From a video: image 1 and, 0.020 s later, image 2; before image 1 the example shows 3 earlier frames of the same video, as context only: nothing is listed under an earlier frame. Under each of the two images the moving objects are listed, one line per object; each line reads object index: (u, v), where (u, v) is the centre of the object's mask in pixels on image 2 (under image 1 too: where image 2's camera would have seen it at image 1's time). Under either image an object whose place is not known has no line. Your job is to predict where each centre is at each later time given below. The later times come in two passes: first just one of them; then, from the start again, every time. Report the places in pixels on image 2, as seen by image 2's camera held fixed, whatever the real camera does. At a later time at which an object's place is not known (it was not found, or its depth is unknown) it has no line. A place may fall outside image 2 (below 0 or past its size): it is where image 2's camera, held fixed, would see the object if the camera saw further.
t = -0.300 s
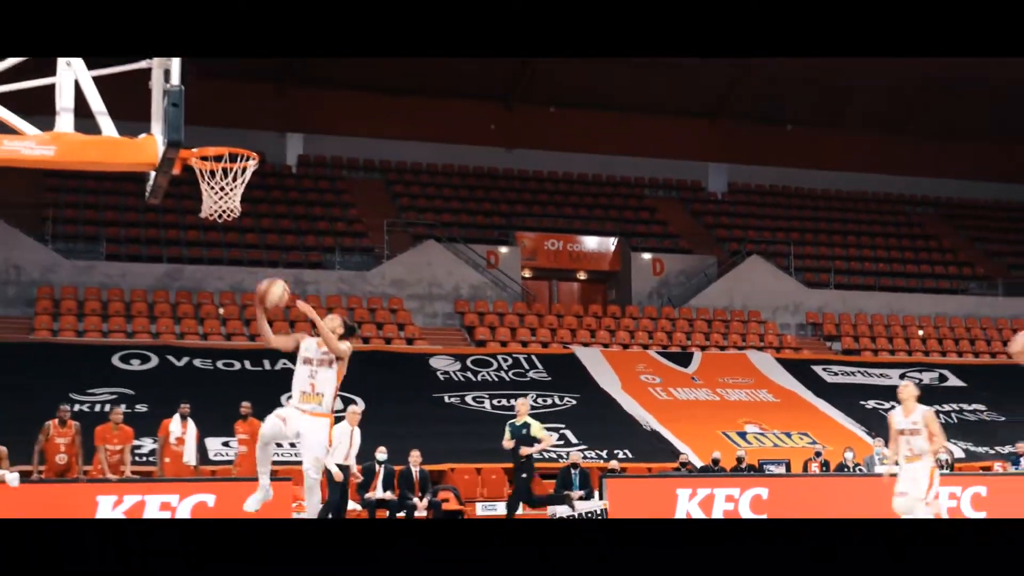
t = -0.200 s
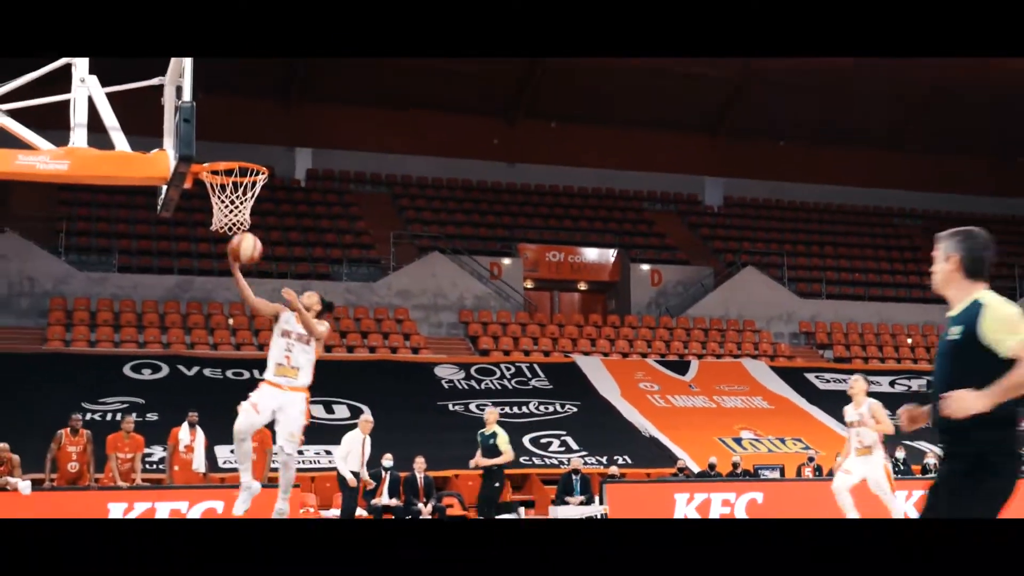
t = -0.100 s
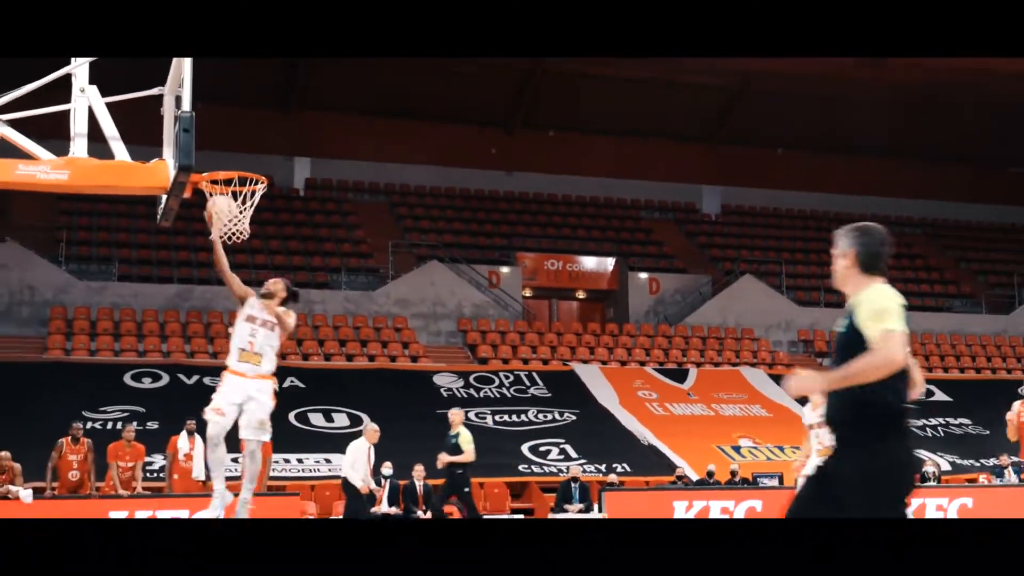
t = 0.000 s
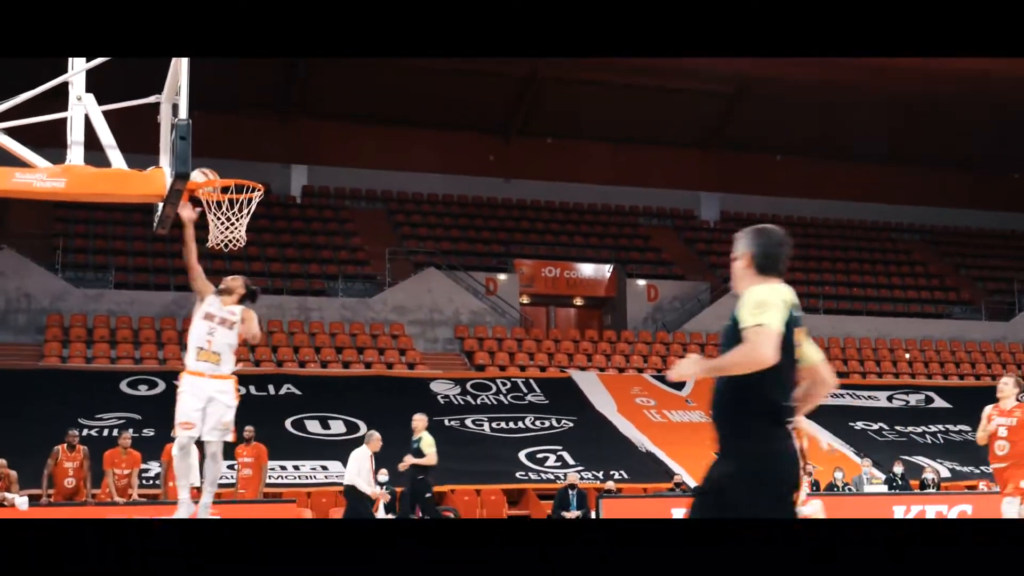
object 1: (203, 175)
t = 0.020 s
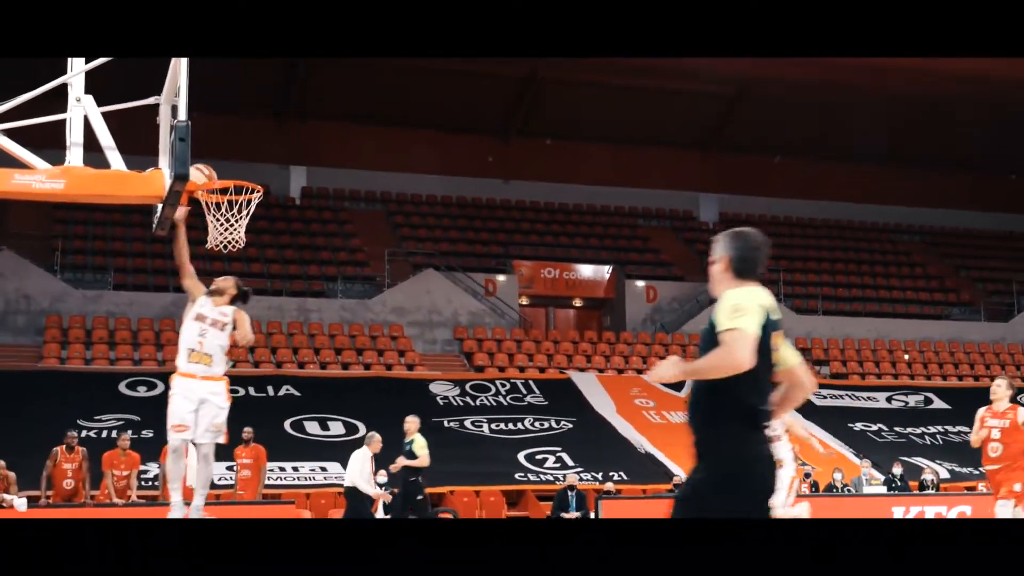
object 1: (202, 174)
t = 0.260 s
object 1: (209, 159)
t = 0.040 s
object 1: (201, 172)
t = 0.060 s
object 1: (200, 170)
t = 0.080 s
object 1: (199, 168)
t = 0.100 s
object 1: (198, 166)
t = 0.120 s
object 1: (199, 163)
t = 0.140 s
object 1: (200, 161)
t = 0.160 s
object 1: (201, 160)
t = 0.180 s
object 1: (203, 159)
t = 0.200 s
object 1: (203, 159)
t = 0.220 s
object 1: (205, 158)
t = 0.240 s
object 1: (207, 158)
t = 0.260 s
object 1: (209, 159)
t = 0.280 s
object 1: (211, 160)
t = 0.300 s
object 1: (214, 161)
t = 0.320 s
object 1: (216, 164)
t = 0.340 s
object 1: (220, 166)
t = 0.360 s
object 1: (224, 169)
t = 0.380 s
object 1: (227, 171)
